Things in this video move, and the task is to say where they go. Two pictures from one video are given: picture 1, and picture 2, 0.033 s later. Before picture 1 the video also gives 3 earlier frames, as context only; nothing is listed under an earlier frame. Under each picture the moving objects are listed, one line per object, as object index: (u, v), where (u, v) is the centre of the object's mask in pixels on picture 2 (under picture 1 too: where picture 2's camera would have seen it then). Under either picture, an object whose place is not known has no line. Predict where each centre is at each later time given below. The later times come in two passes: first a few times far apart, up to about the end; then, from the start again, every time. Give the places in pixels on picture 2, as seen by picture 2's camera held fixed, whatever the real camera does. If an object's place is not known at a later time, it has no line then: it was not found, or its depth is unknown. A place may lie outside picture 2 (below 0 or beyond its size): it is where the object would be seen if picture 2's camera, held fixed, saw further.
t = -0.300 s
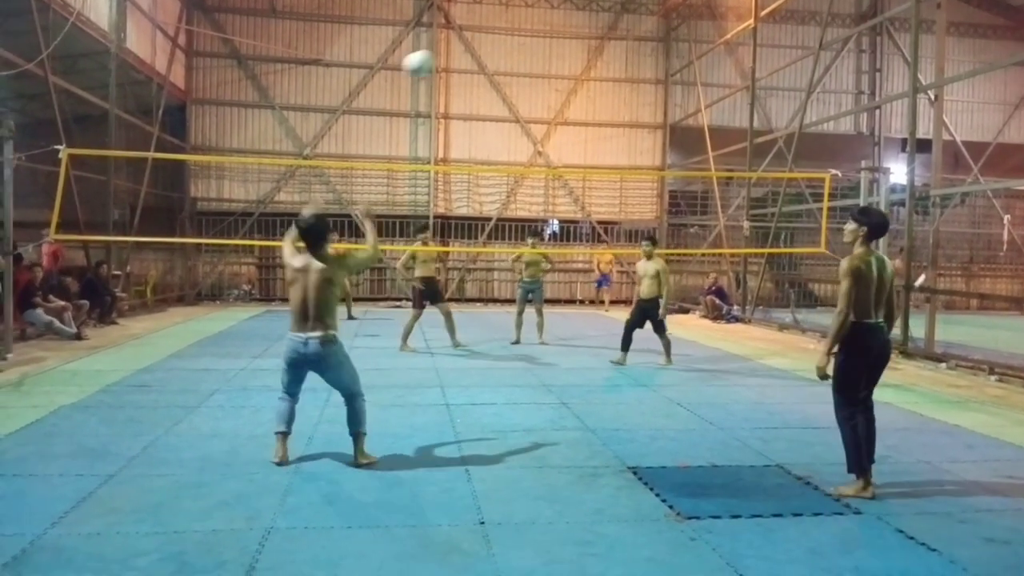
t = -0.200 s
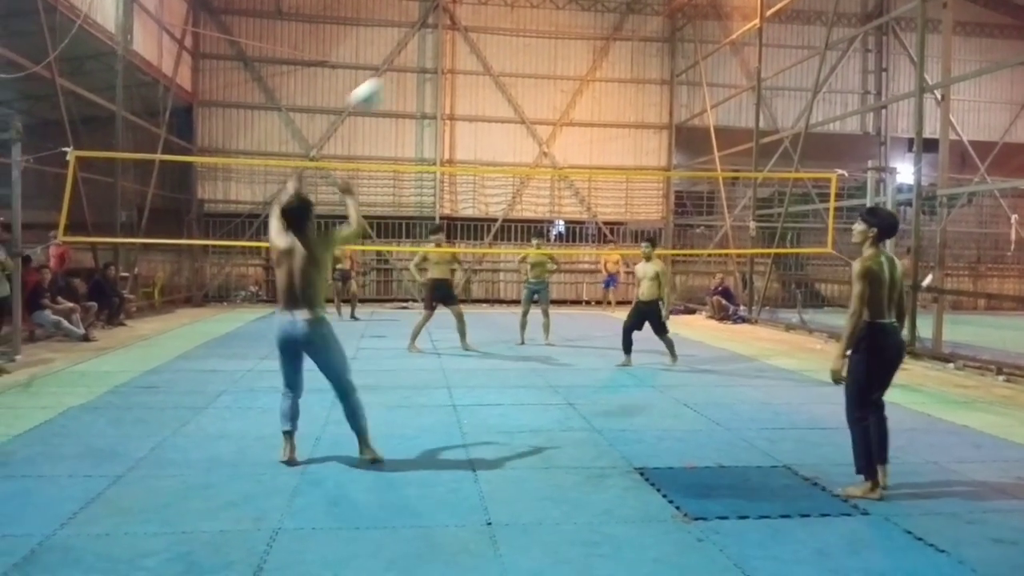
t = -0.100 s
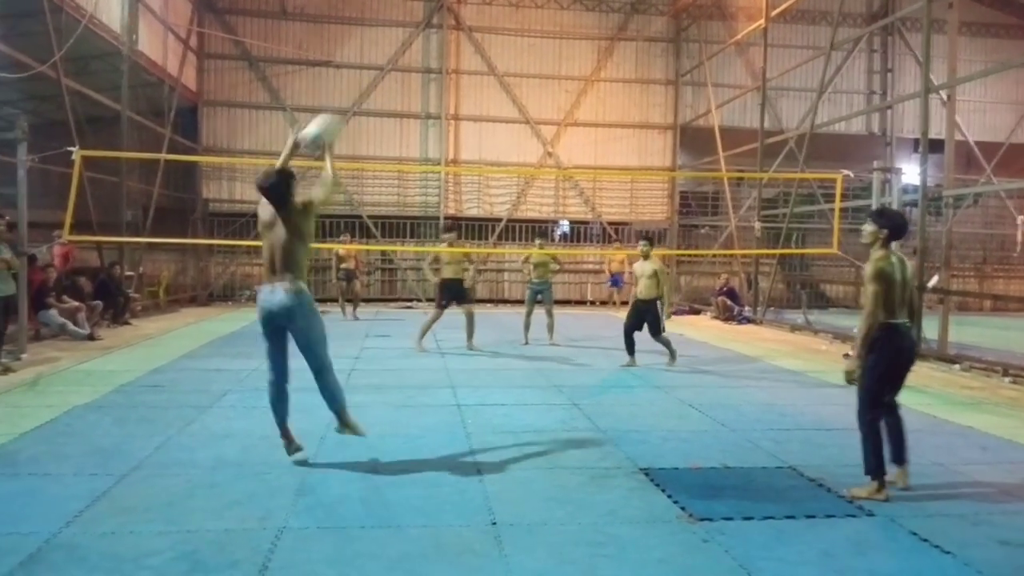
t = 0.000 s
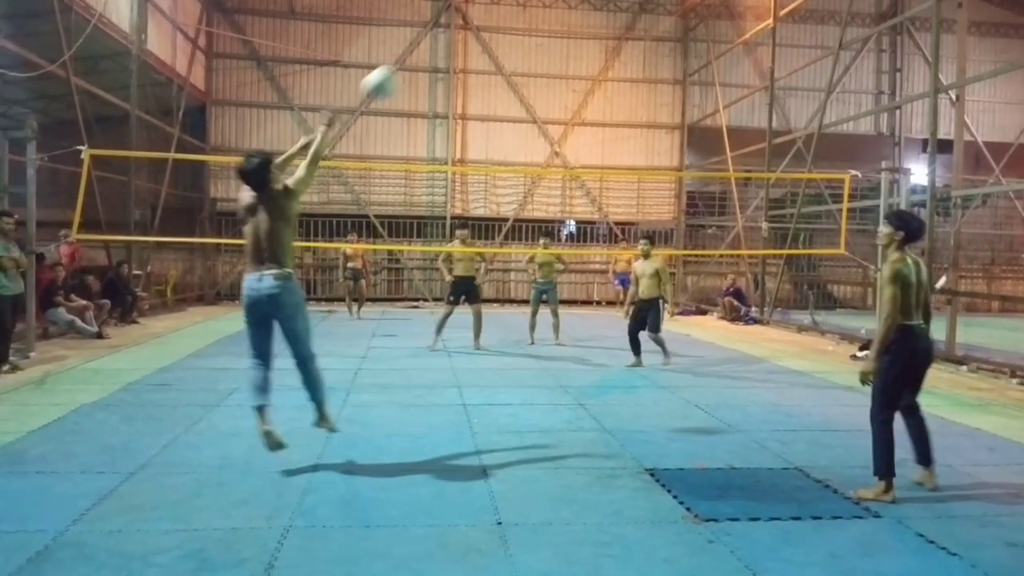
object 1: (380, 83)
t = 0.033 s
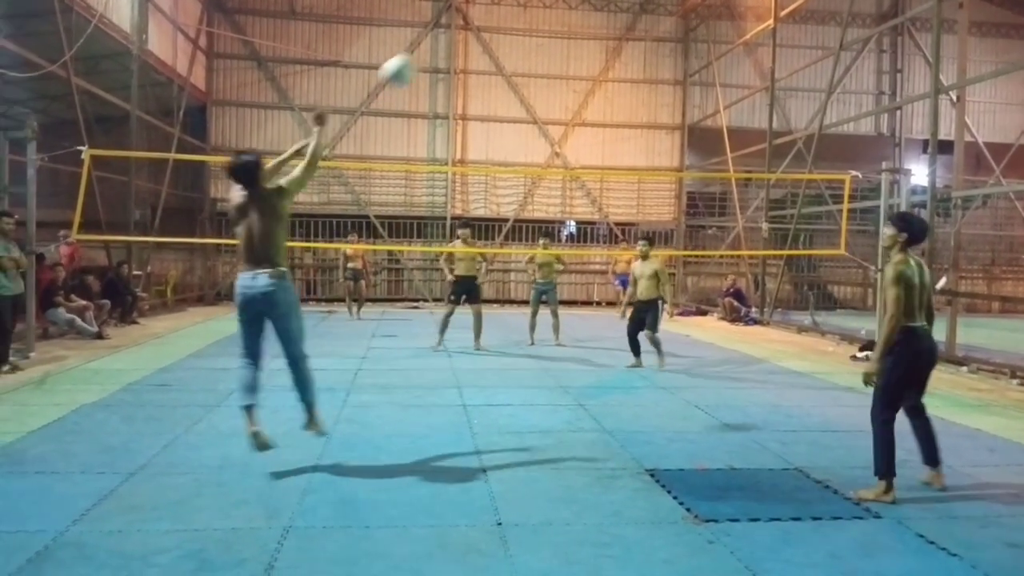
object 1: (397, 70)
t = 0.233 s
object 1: (490, 31)
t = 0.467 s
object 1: (578, 51)
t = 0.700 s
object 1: (659, 142)
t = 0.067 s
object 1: (413, 59)
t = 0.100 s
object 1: (430, 50)
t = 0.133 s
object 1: (445, 42)
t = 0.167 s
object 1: (461, 36)
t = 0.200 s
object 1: (476, 33)
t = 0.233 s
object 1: (490, 31)
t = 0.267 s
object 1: (503, 29)
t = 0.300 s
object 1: (517, 29)
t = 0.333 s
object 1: (530, 30)
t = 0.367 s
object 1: (542, 34)
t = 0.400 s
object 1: (555, 38)
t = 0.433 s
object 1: (566, 43)
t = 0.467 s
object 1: (578, 51)
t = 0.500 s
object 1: (589, 58)
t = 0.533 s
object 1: (600, 67)
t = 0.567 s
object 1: (611, 77)
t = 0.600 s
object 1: (622, 88)
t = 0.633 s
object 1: (632, 101)
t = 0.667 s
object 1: (640, 113)
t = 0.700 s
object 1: (659, 142)
